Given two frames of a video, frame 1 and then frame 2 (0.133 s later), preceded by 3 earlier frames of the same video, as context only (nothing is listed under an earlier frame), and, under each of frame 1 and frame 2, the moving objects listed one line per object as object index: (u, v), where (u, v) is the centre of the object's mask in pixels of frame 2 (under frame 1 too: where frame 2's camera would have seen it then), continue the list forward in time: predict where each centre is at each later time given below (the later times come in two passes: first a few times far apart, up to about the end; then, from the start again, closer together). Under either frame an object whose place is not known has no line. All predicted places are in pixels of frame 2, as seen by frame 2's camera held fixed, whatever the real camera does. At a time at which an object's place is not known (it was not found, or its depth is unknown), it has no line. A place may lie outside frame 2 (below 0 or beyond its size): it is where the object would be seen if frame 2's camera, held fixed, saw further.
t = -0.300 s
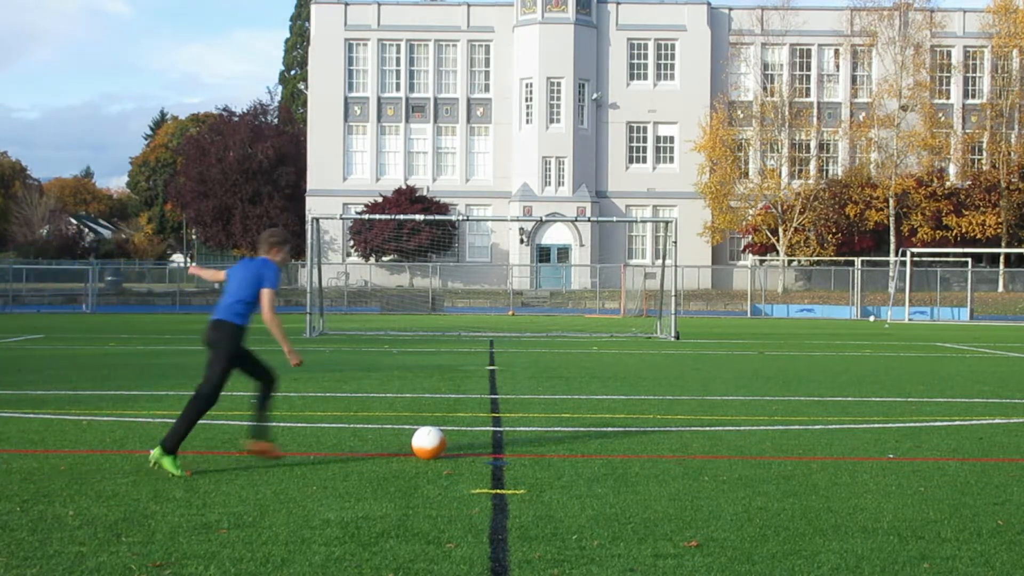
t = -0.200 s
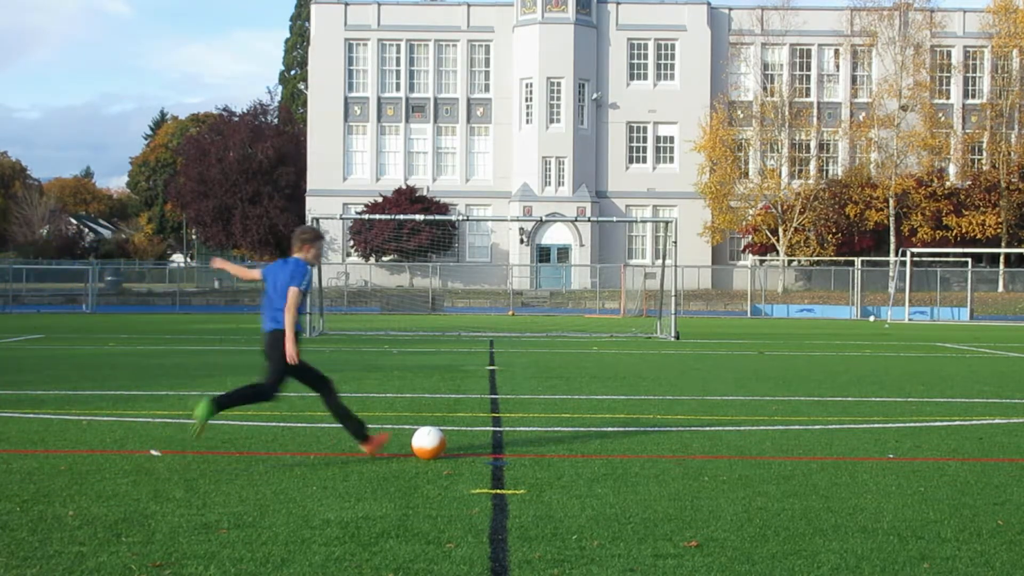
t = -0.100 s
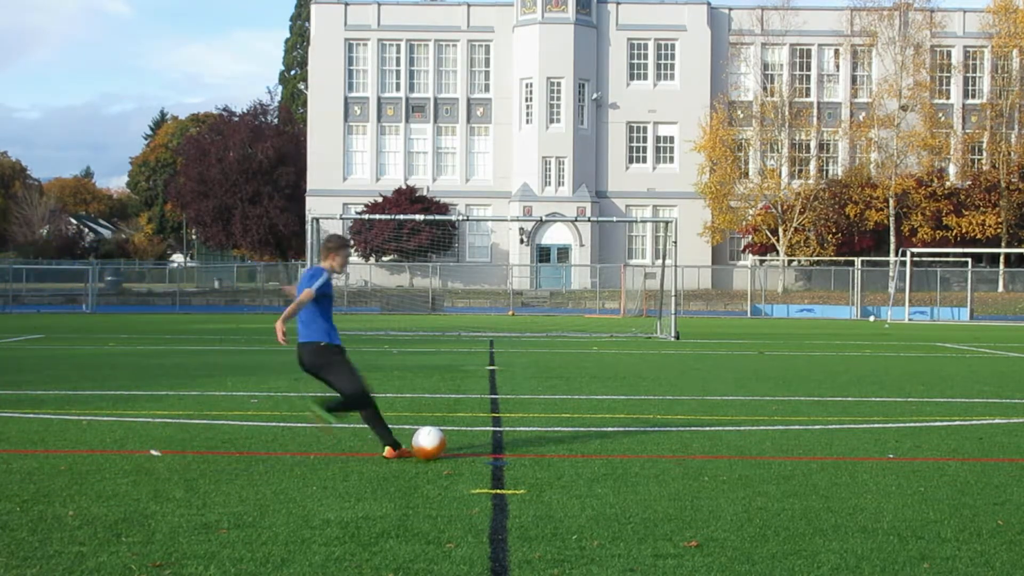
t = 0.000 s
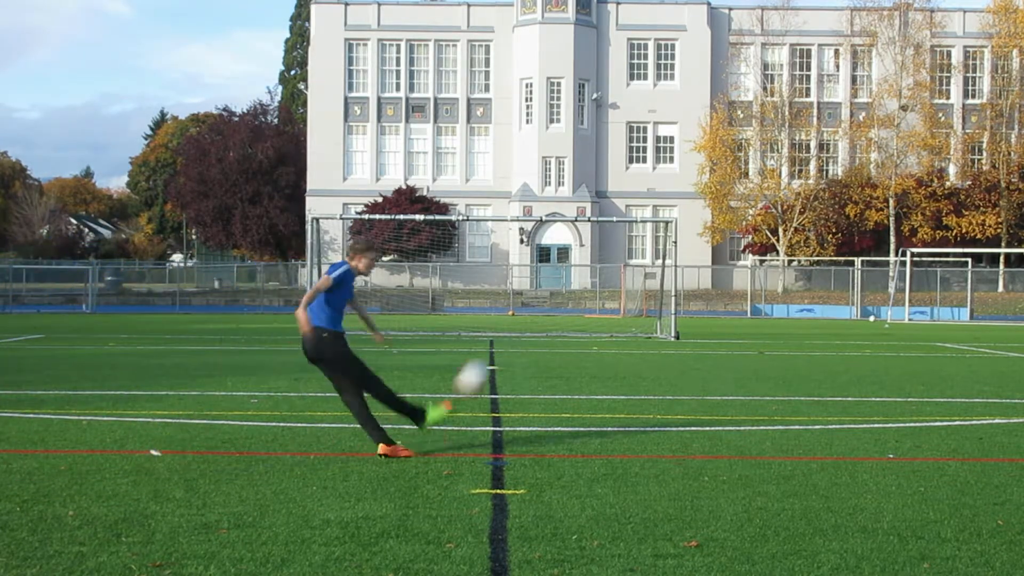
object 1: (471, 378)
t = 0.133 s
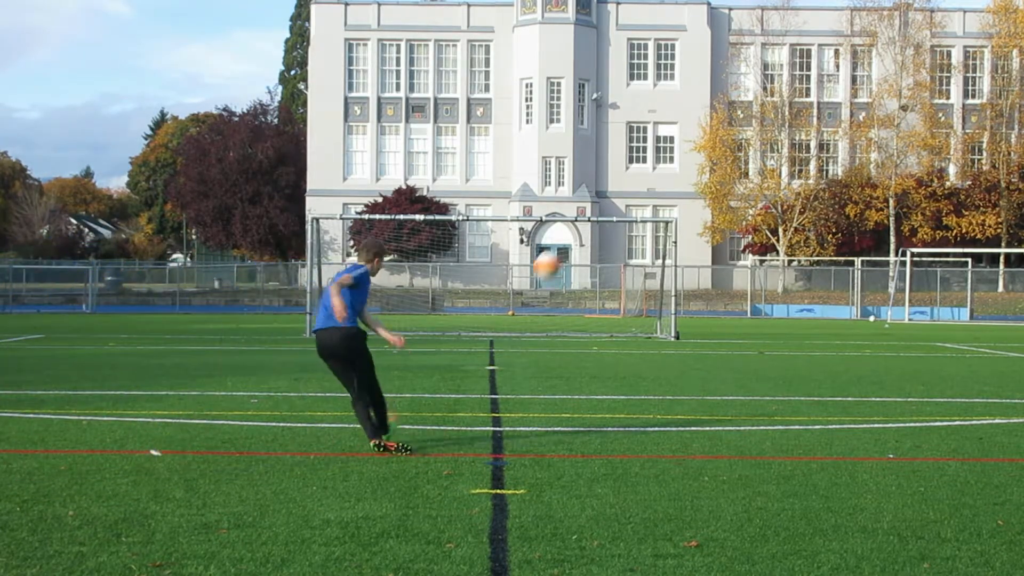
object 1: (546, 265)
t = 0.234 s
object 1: (581, 215)
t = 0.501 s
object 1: (627, 162)
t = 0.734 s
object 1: (637, 166)
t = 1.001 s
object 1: (634, 204)
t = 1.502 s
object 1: (623, 318)
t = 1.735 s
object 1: (631, 312)
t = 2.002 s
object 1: (636, 309)
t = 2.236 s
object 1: (642, 333)
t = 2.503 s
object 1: (648, 323)
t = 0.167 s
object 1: (559, 249)
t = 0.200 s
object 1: (572, 229)
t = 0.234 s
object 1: (581, 215)
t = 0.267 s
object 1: (591, 202)
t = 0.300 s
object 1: (598, 193)
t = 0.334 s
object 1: (605, 185)
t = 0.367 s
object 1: (611, 178)
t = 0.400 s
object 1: (617, 171)
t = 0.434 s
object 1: (621, 167)
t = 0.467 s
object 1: (624, 163)
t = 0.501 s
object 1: (627, 162)
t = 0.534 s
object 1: (630, 160)
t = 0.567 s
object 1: (632, 159)
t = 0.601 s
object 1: (633, 160)
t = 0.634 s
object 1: (635, 160)
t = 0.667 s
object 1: (636, 162)
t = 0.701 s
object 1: (637, 164)
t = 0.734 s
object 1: (637, 166)
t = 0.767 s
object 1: (637, 170)
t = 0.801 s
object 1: (637, 173)
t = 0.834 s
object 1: (638, 177)
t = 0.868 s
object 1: (638, 182)
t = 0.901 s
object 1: (637, 186)
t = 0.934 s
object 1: (637, 193)
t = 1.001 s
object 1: (634, 204)
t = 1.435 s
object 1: (617, 301)
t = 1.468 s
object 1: (619, 309)
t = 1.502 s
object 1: (623, 318)
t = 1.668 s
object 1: (630, 317)
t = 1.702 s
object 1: (630, 314)
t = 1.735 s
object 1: (631, 312)
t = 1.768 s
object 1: (632, 310)
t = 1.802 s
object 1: (632, 307)
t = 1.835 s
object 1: (633, 306)
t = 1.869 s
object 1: (633, 306)
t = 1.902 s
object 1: (634, 306)
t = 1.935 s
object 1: (635, 306)
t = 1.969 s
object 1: (636, 307)
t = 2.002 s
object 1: (636, 309)
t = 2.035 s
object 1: (637, 311)
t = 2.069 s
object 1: (638, 312)
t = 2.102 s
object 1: (639, 316)
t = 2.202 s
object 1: (641, 328)
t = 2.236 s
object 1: (642, 333)
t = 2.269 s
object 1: (643, 333)
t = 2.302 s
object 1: (643, 330)
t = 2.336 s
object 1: (644, 327)
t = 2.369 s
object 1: (645, 326)
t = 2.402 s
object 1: (646, 324)
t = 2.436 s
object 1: (647, 324)
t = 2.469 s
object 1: (648, 323)
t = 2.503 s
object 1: (648, 323)
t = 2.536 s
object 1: (650, 324)
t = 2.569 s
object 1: (651, 326)
